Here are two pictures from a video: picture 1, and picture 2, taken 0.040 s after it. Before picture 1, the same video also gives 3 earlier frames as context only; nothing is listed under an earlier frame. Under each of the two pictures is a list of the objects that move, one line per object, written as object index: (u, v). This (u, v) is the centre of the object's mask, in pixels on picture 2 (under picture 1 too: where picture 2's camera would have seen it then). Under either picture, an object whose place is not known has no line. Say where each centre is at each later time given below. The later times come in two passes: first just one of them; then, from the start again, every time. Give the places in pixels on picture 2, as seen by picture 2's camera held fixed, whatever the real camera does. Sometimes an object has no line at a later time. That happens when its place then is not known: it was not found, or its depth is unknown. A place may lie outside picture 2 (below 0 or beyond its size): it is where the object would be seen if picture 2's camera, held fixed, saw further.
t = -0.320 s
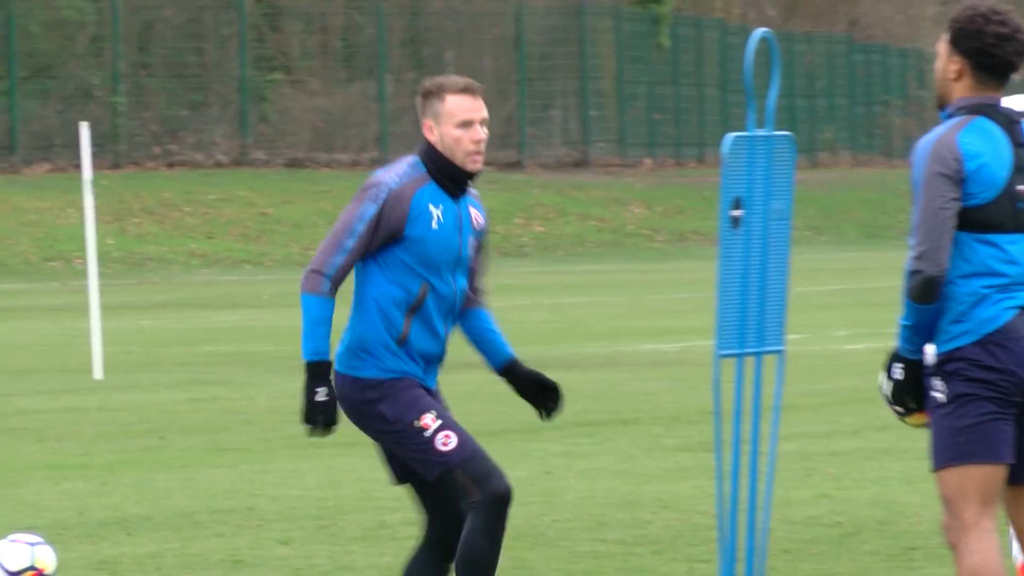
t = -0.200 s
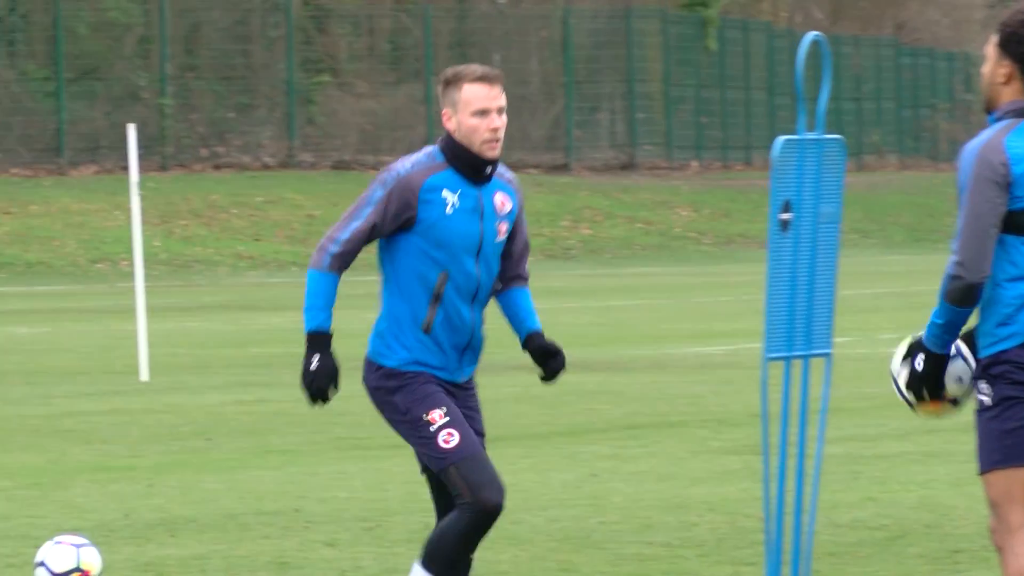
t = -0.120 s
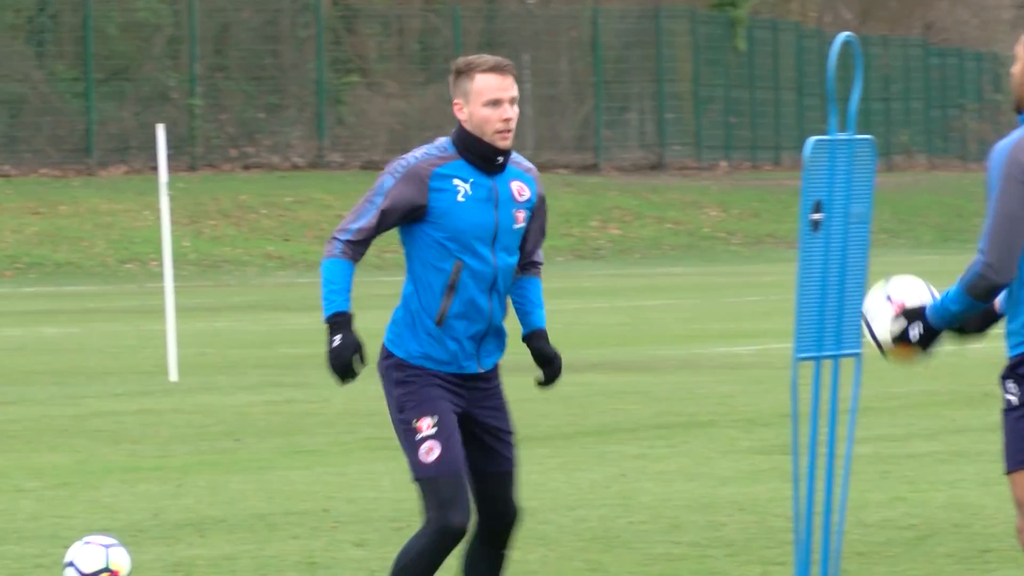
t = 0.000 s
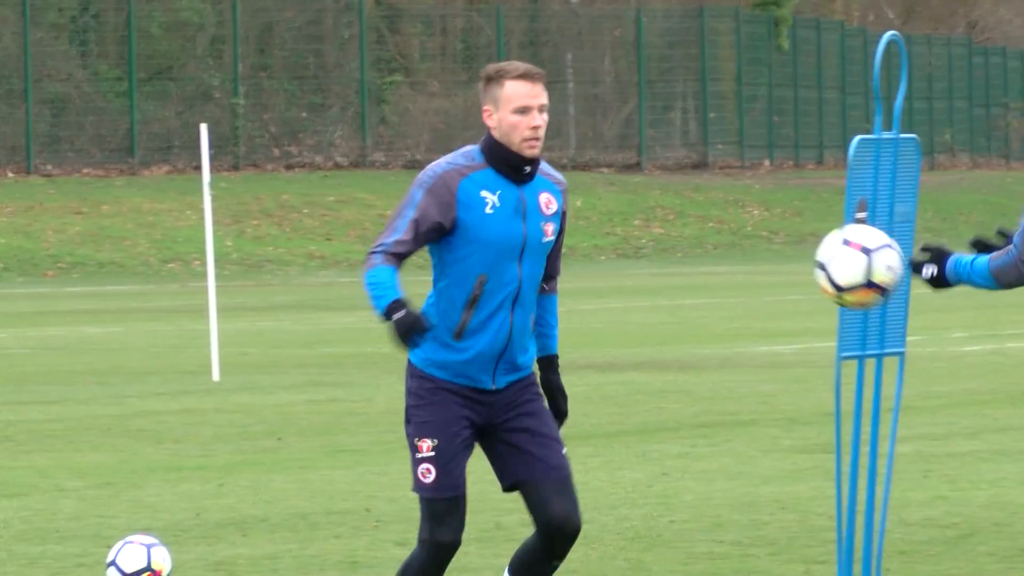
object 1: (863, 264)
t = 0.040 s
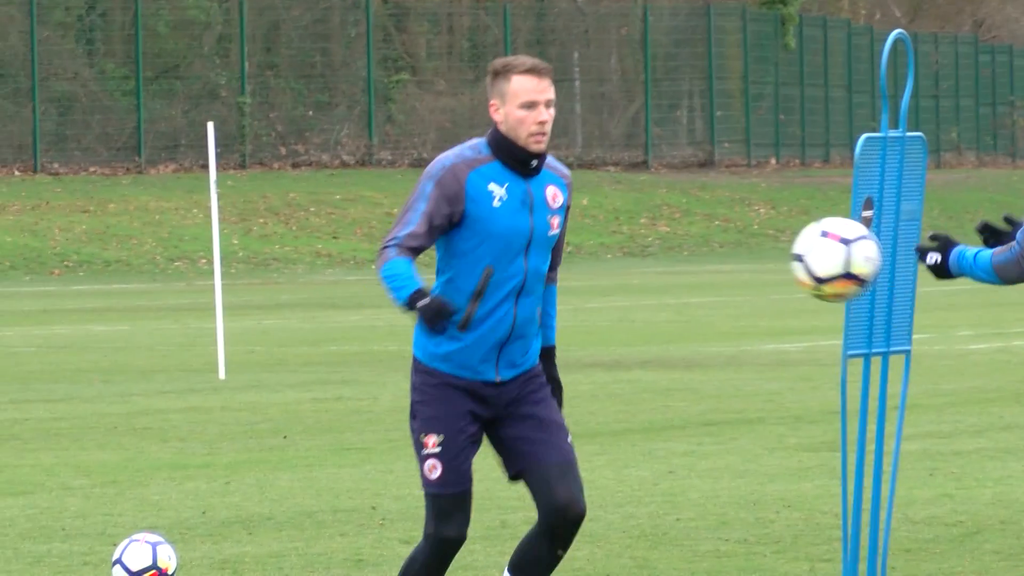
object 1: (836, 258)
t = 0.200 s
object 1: (724, 295)
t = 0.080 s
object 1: (808, 258)
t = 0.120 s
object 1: (780, 264)
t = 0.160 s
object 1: (752, 277)
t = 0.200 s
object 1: (724, 295)
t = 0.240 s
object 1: (696, 320)
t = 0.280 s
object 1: (669, 350)
